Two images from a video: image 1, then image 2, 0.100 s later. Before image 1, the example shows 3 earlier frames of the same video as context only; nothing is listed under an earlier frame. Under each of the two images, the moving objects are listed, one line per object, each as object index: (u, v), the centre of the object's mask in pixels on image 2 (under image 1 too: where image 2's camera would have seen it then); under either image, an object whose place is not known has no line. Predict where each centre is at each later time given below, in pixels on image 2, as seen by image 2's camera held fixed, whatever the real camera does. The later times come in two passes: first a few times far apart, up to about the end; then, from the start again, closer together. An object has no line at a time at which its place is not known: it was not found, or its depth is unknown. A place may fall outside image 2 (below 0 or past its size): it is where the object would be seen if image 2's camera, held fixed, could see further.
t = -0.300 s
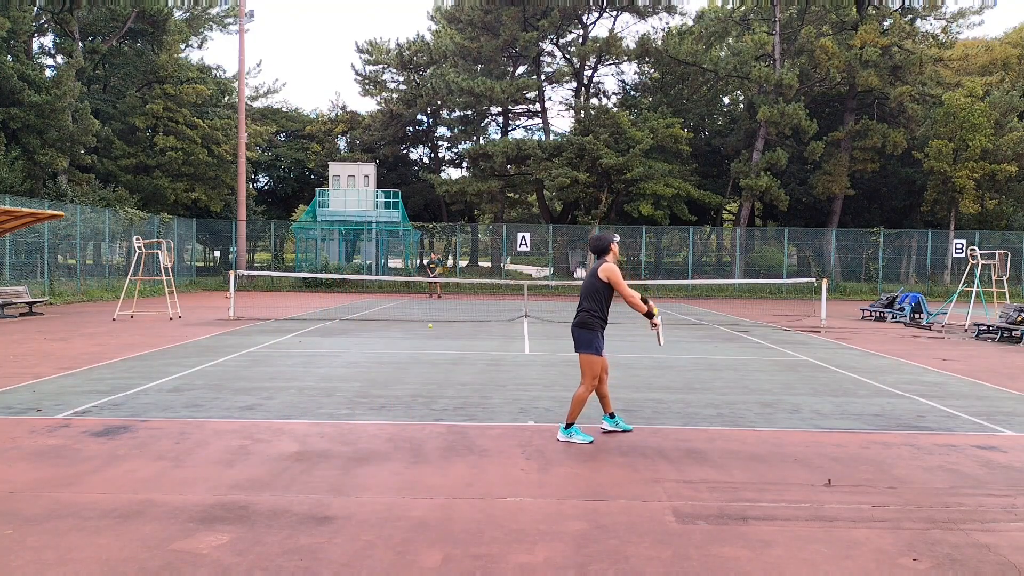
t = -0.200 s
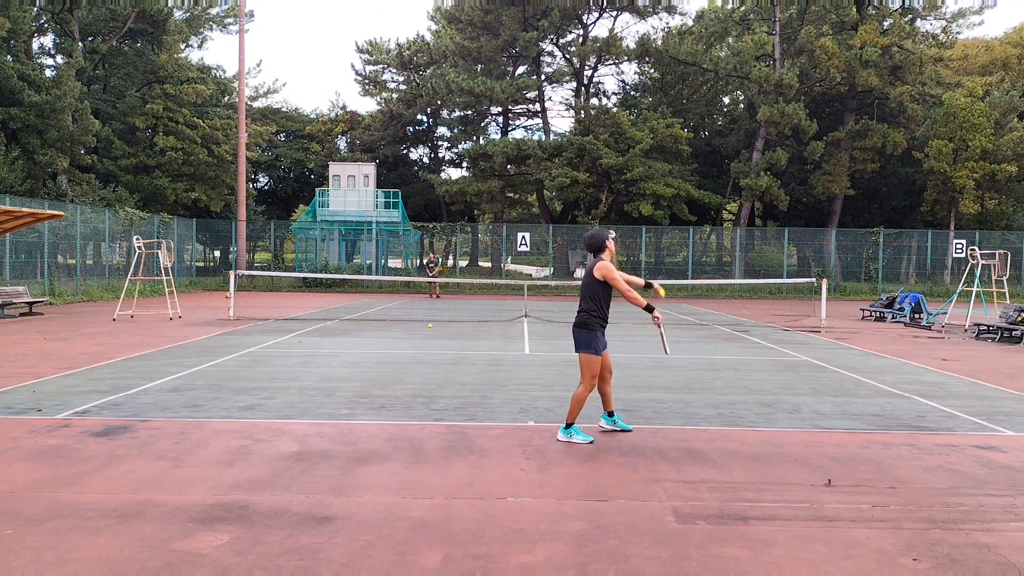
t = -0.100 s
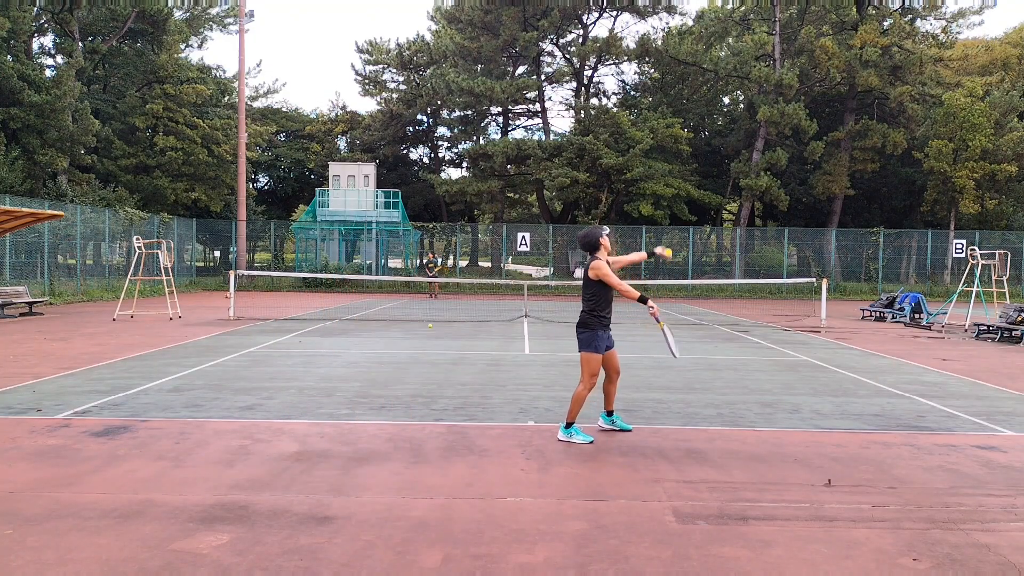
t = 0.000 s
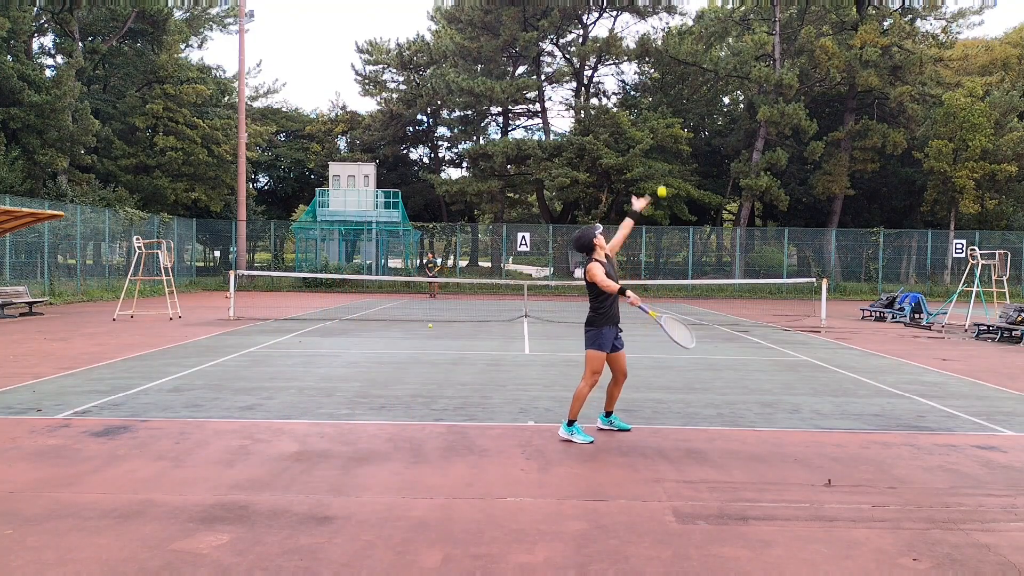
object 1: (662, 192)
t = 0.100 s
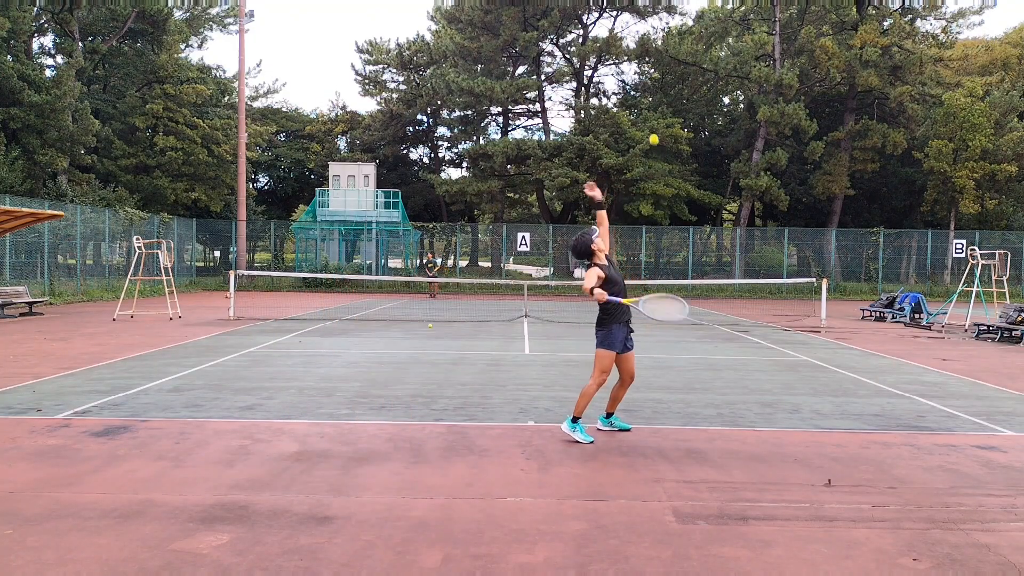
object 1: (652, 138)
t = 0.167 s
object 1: (648, 111)
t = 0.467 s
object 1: (624, 44)
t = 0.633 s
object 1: (609, 51)
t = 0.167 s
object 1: (648, 111)
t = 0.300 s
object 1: (639, 69)
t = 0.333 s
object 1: (635, 60)
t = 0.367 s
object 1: (632, 55)
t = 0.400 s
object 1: (630, 51)
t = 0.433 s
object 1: (627, 47)
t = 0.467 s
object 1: (624, 44)
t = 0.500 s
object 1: (621, 43)
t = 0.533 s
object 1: (618, 43)
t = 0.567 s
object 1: (615, 44)
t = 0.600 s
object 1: (612, 47)
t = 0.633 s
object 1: (609, 51)
